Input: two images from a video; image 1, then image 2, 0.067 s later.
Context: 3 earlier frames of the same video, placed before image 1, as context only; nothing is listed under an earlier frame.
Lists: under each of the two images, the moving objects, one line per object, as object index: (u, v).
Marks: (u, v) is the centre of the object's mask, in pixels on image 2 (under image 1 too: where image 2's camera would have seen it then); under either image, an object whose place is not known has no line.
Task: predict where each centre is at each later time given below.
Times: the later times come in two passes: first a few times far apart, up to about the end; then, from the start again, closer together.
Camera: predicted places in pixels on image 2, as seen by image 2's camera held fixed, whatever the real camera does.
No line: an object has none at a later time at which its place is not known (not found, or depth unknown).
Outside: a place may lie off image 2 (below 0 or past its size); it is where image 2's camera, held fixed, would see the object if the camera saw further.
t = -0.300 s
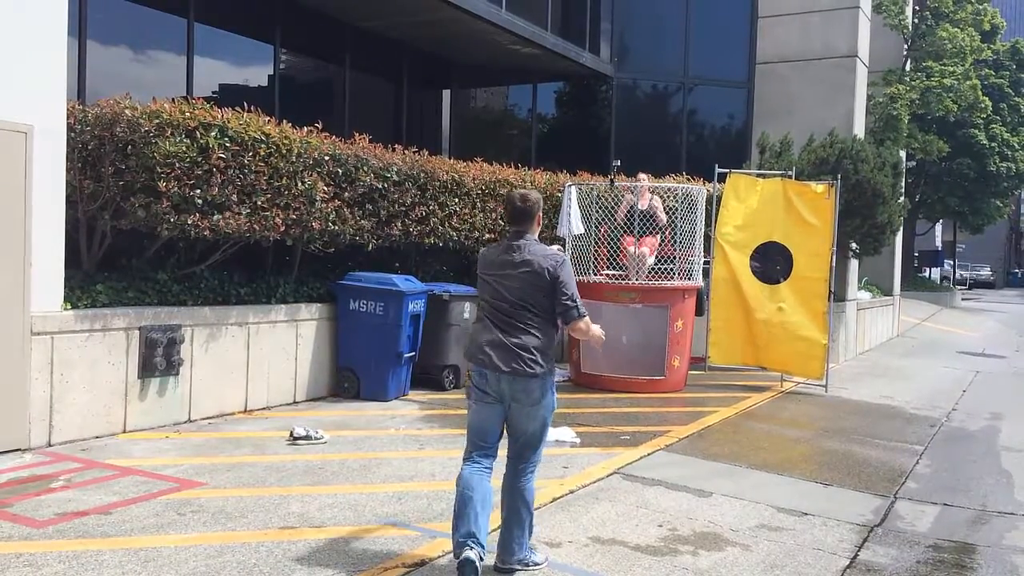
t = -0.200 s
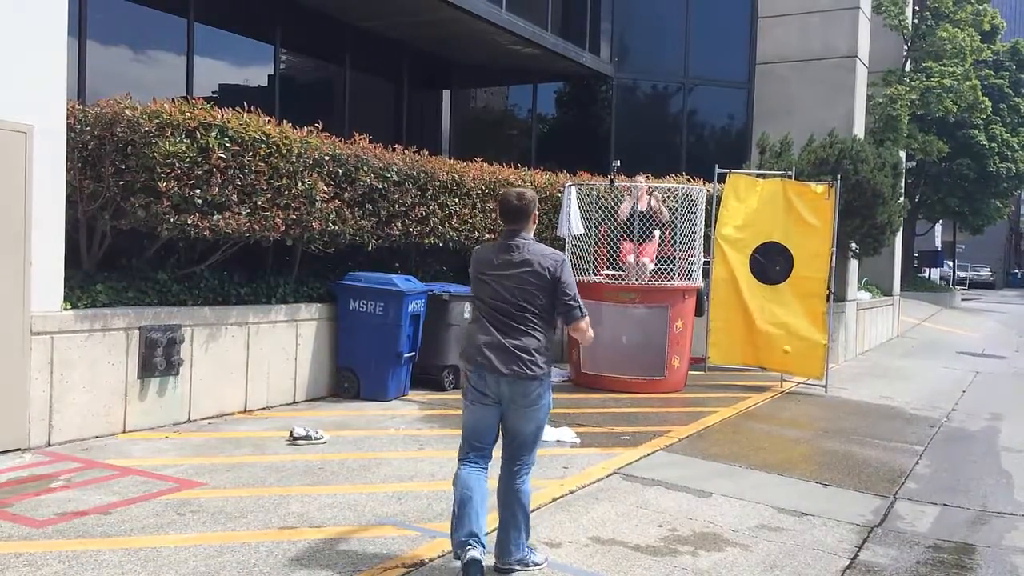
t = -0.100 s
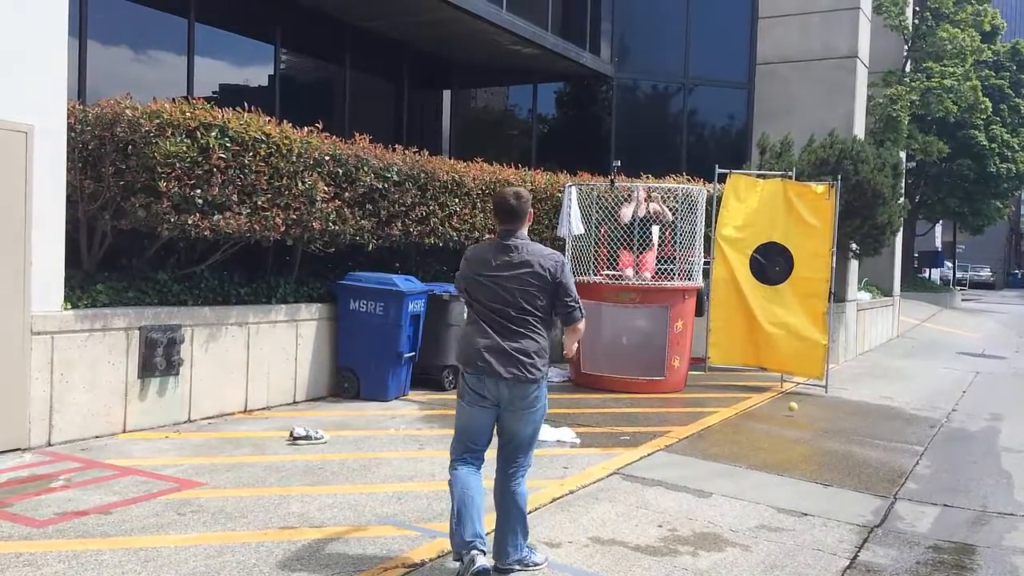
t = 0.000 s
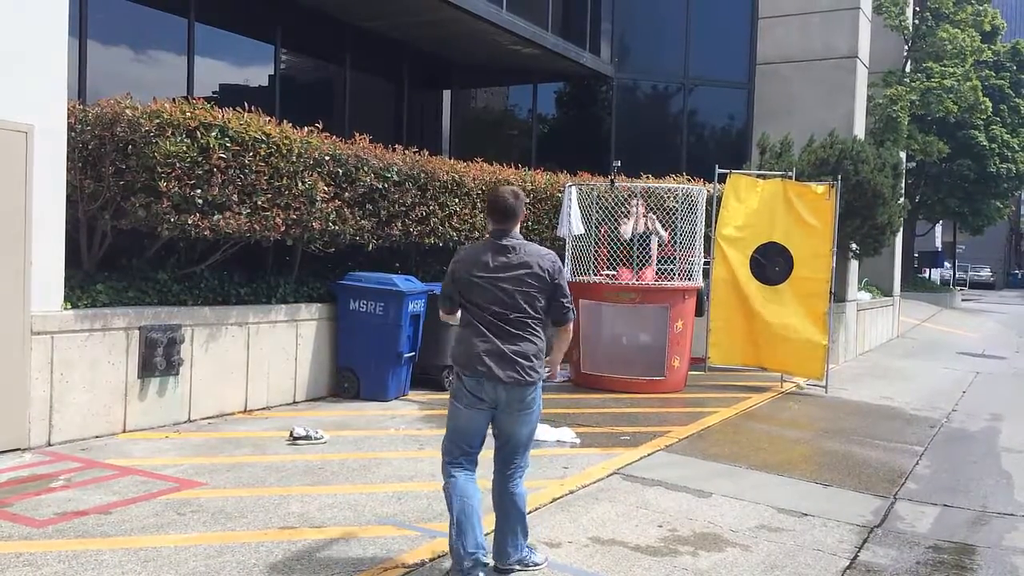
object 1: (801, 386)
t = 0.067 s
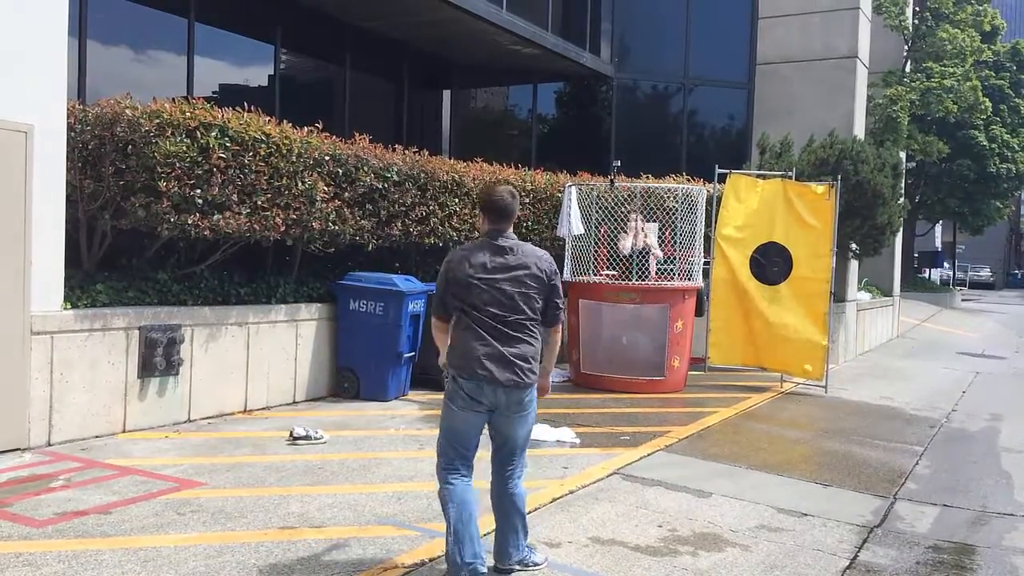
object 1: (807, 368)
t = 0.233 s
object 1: (822, 347)
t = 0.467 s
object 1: (845, 371)
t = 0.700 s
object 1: (872, 478)
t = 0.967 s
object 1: (925, 459)
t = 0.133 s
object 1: (812, 357)
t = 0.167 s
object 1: (815, 352)
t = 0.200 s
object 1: (819, 350)
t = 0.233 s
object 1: (822, 347)
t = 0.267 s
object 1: (825, 347)
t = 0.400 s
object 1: (837, 355)
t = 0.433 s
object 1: (841, 363)
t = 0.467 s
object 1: (845, 371)
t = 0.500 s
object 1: (848, 381)
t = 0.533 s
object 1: (852, 391)
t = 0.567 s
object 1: (855, 405)
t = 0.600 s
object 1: (859, 420)
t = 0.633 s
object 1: (863, 438)
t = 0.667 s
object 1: (869, 456)
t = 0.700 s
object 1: (872, 478)
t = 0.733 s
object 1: (878, 488)
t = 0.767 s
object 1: (884, 479)
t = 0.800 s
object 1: (890, 473)
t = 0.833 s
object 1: (896, 467)
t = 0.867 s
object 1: (902, 463)
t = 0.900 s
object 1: (910, 460)
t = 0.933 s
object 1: (917, 458)
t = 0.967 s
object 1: (925, 459)
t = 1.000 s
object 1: (932, 463)
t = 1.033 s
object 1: (939, 468)
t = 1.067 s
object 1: (949, 475)
